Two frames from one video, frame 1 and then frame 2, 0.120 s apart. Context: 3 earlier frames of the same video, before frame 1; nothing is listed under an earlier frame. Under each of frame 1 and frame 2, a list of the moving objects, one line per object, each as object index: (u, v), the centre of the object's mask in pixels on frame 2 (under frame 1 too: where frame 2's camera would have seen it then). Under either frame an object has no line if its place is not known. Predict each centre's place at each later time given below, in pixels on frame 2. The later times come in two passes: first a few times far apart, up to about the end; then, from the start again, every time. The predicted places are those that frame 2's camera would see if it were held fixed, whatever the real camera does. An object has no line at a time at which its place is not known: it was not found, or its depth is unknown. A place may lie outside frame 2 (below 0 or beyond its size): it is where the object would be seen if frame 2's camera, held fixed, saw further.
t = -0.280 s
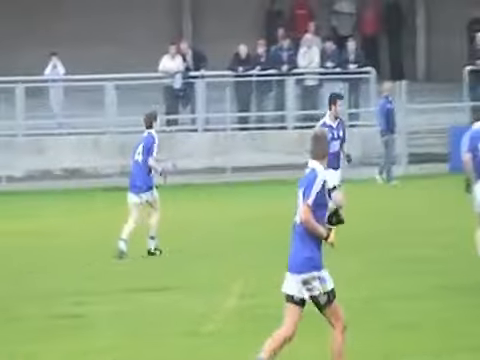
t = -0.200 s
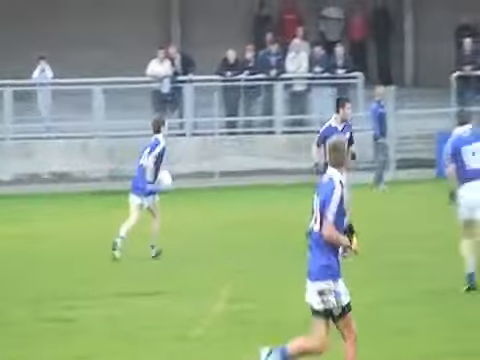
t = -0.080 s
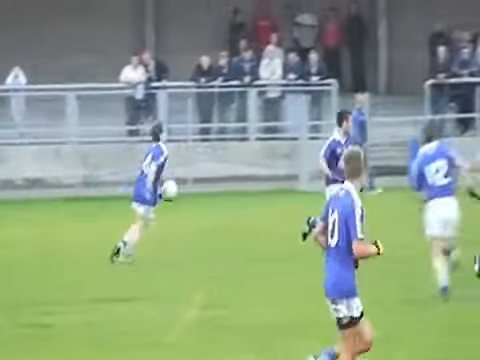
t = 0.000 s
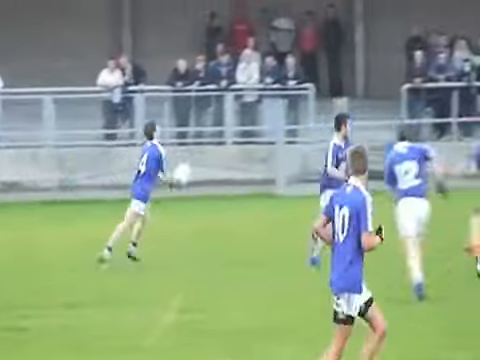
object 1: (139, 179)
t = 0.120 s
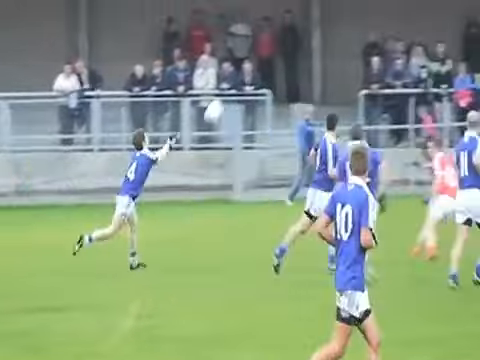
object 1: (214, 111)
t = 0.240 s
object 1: (286, 57)
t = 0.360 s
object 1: (356, 16)
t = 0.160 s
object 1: (239, 91)
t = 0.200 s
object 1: (262, 74)
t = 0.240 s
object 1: (286, 57)
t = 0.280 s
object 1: (310, 42)
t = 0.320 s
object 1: (333, 28)
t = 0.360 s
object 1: (356, 16)
